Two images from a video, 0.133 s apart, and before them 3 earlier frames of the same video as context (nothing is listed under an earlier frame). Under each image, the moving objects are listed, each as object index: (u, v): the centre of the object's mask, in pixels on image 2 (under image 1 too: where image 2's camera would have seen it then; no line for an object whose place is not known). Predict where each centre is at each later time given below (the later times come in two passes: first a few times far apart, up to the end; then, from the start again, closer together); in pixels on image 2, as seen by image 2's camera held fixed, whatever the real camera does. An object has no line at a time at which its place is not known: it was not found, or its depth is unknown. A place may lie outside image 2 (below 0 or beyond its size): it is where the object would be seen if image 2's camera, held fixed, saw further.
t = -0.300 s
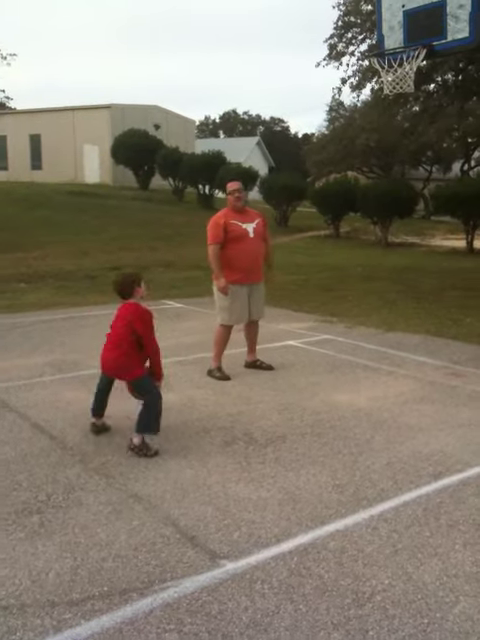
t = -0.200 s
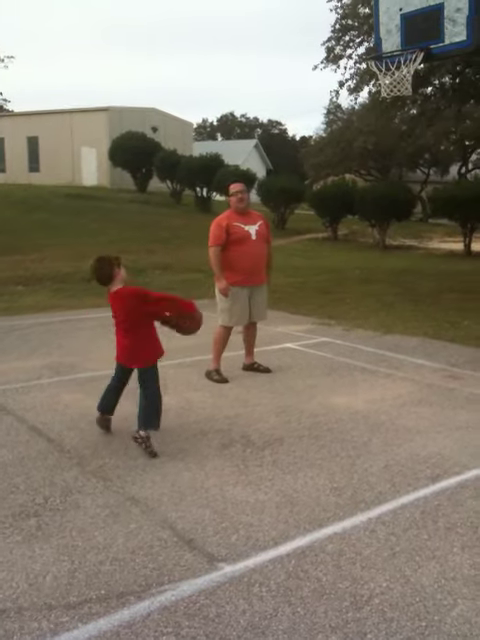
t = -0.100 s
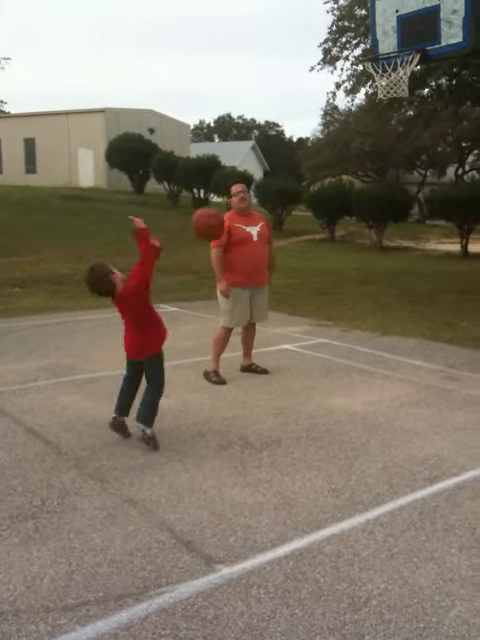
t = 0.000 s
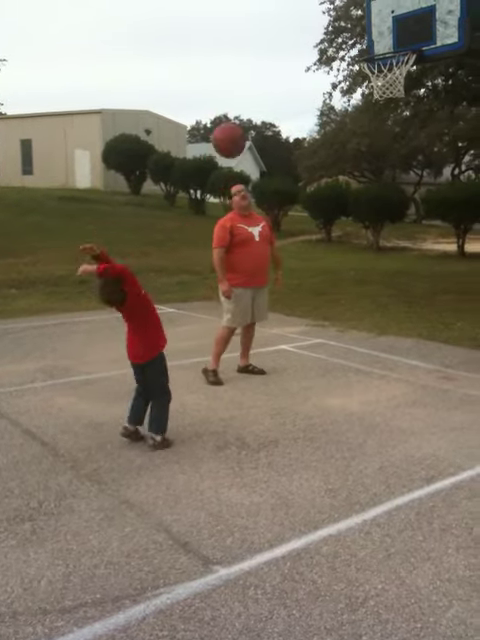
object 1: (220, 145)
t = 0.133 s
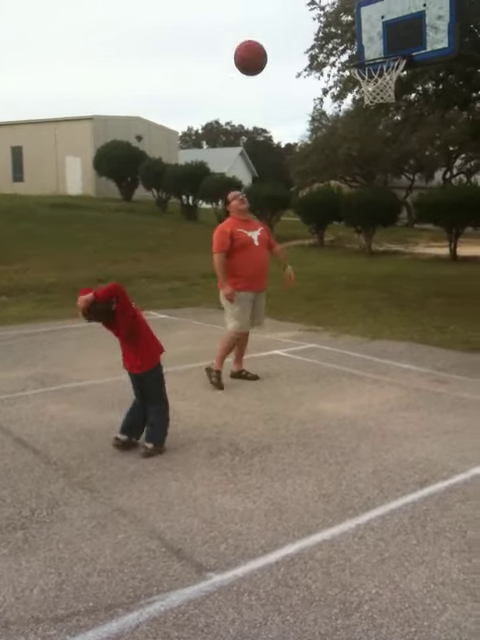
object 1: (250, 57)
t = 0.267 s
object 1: (279, 4)
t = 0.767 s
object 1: (371, 9)
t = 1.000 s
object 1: (405, 50)
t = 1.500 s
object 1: (487, 270)
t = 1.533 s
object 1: (492, 296)
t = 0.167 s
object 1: (257, 40)
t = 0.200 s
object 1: (265, 25)
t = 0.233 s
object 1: (272, 11)
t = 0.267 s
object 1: (279, 4)
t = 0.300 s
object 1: (286, -2)
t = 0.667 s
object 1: (355, -17)
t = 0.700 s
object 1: (361, -11)
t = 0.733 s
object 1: (365, -2)
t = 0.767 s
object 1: (371, 9)
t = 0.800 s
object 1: (377, 22)
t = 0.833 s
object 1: (380, 34)
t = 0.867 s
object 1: (387, 48)
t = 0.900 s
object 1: (391, 48)
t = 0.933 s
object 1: (395, 47)
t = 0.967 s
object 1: (400, 48)
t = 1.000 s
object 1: (405, 50)
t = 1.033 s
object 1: (411, 53)
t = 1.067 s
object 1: (416, 58)
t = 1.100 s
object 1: (420, 65)
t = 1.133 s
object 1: (428, 75)
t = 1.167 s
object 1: (433, 84)
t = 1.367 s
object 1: (465, 177)
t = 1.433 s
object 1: (477, 221)
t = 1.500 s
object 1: (487, 270)
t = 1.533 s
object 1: (492, 296)
